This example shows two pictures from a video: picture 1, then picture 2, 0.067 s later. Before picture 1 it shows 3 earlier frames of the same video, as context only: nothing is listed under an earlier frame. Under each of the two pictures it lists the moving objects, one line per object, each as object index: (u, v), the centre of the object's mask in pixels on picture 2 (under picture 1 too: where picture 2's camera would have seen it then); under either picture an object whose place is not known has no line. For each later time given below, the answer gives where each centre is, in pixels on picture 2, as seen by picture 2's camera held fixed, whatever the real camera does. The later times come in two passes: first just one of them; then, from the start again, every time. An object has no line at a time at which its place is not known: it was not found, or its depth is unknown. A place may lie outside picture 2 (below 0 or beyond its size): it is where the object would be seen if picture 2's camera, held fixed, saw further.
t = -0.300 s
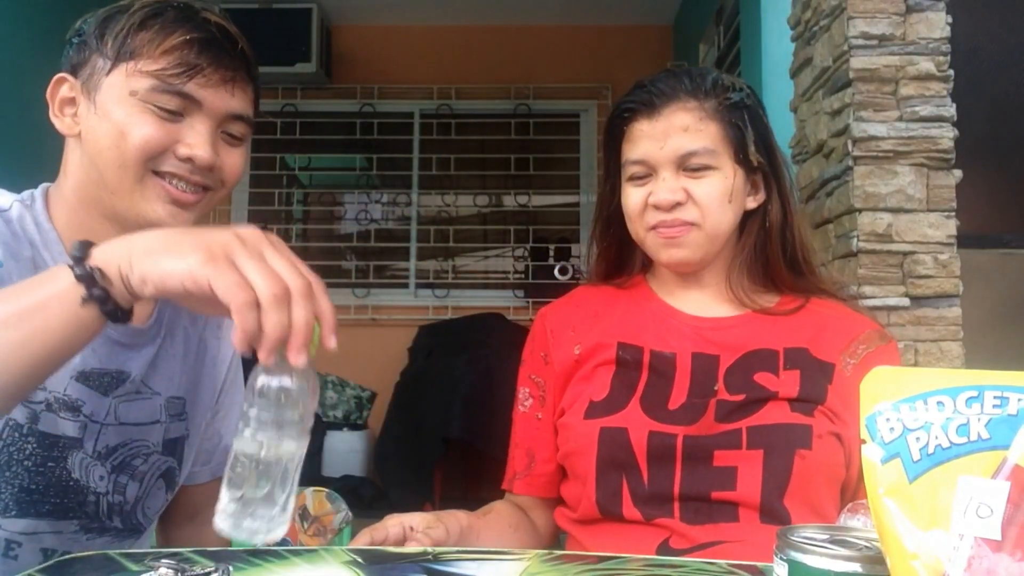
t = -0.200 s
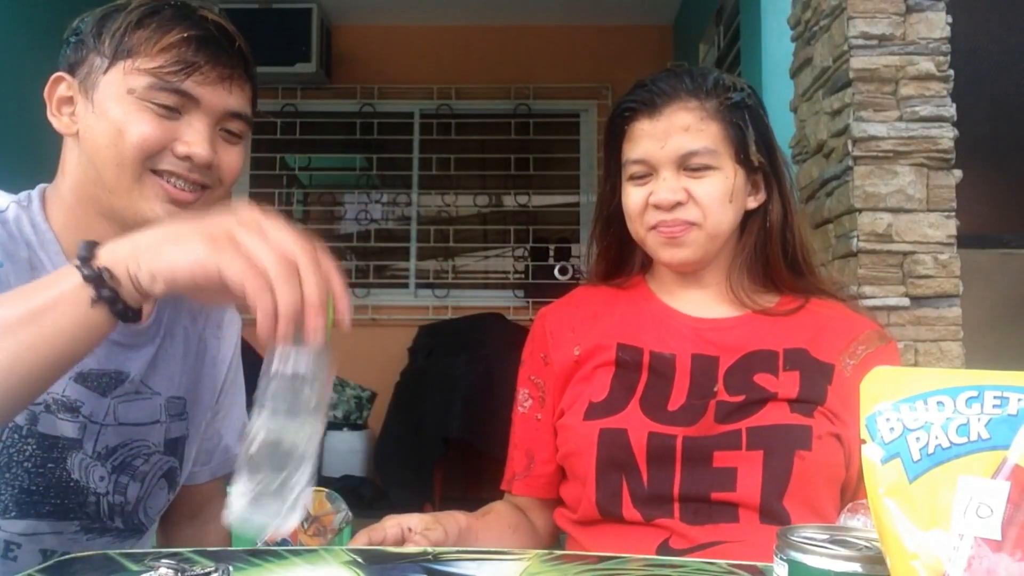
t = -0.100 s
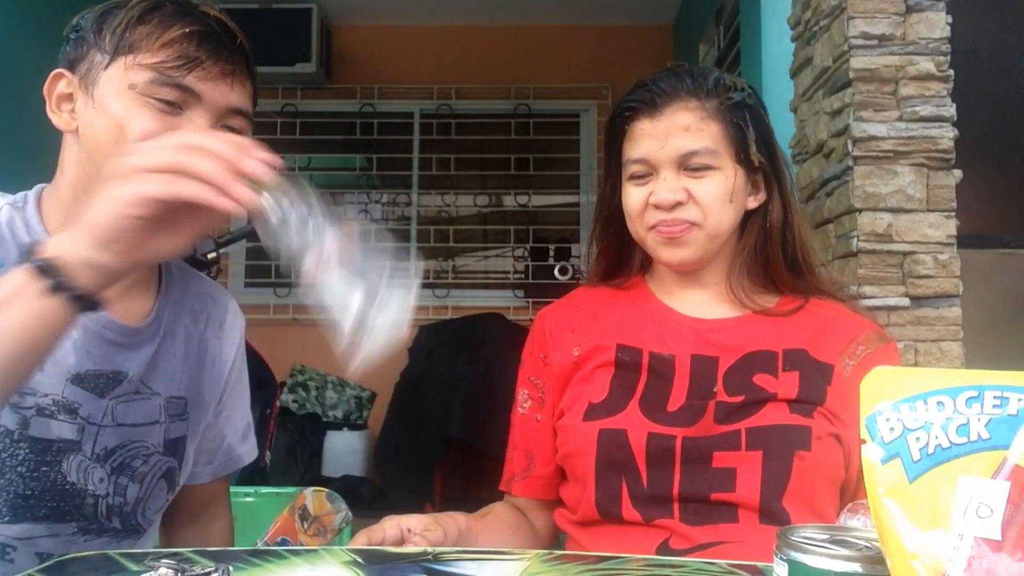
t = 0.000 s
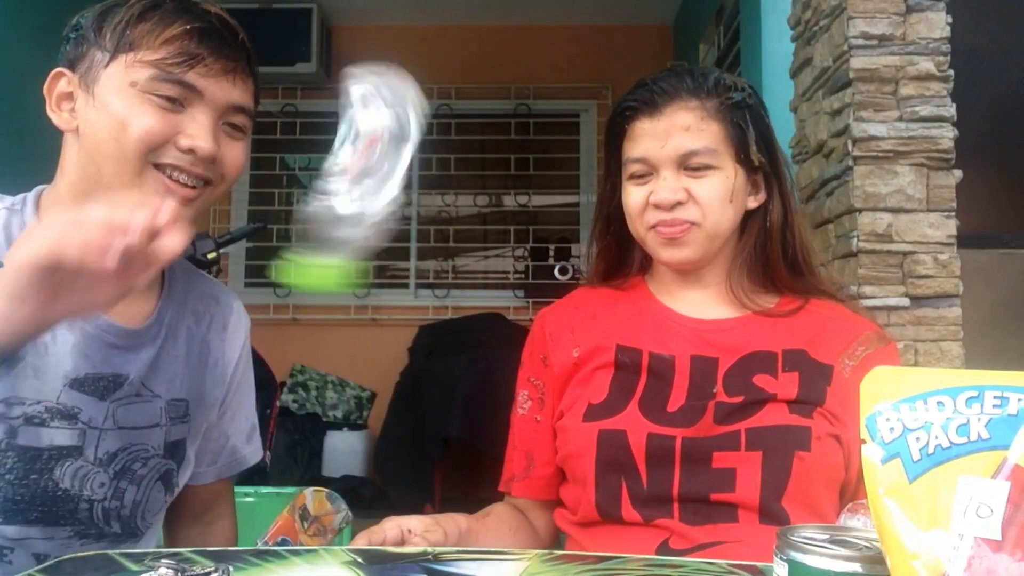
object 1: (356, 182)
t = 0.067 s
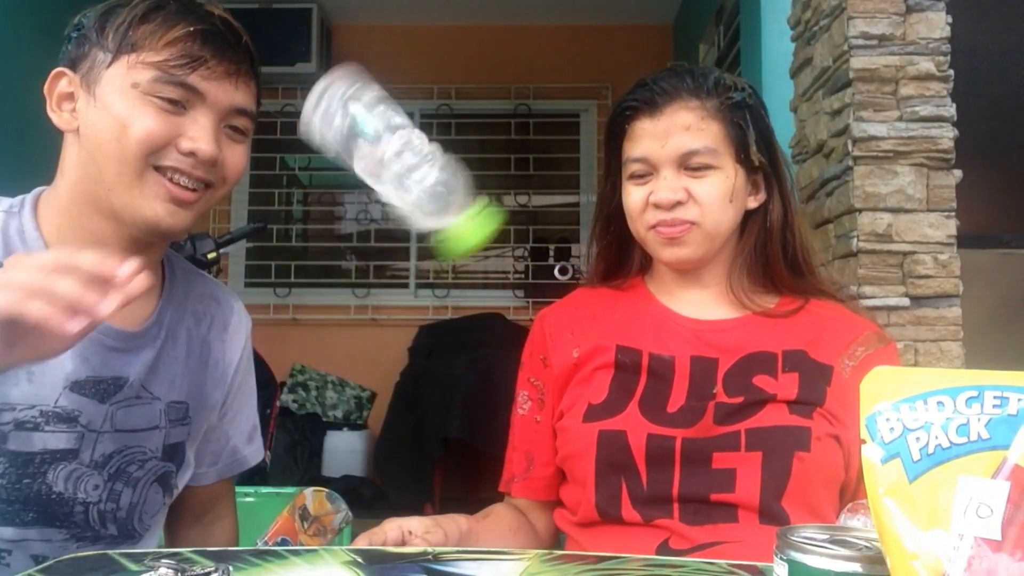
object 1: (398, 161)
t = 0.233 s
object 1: (403, 394)
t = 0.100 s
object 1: (398, 172)
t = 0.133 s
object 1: (399, 203)
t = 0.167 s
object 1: (402, 248)
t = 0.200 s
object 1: (403, 313)
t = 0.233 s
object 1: (403, 394)
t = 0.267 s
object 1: (407, 454)
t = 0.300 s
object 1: (390, 458)
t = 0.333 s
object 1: (373, 457)
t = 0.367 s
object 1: (355, 462)
